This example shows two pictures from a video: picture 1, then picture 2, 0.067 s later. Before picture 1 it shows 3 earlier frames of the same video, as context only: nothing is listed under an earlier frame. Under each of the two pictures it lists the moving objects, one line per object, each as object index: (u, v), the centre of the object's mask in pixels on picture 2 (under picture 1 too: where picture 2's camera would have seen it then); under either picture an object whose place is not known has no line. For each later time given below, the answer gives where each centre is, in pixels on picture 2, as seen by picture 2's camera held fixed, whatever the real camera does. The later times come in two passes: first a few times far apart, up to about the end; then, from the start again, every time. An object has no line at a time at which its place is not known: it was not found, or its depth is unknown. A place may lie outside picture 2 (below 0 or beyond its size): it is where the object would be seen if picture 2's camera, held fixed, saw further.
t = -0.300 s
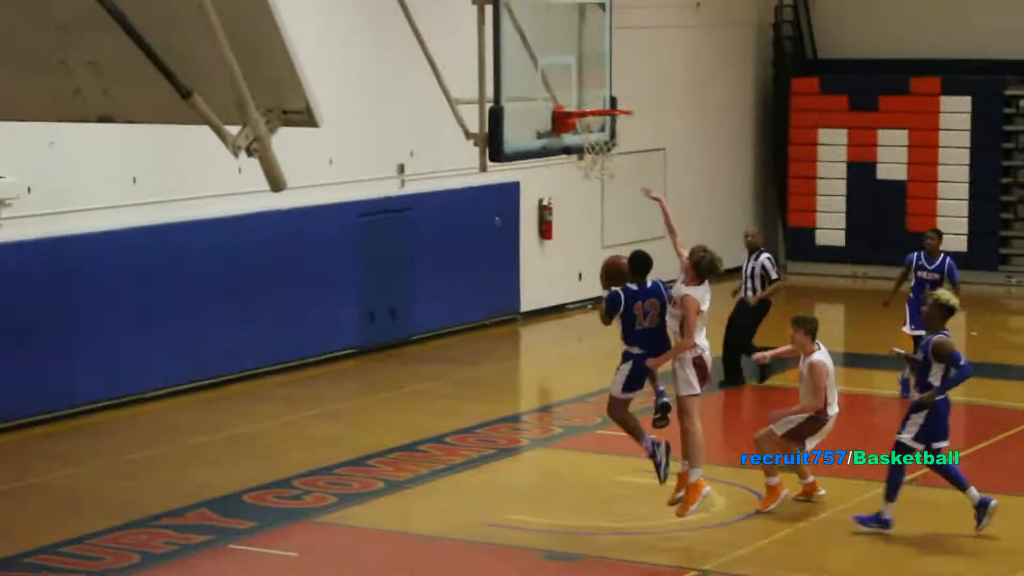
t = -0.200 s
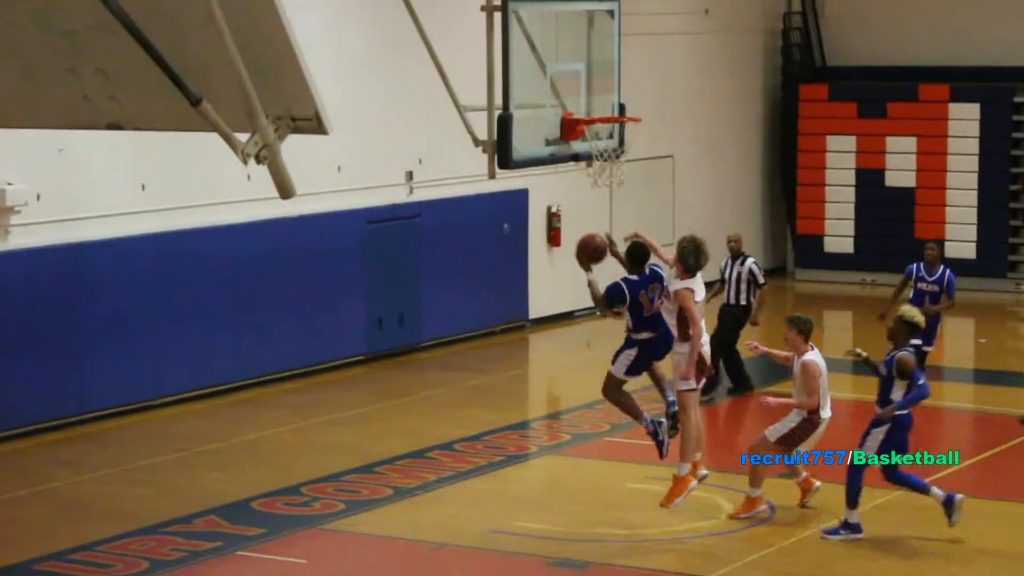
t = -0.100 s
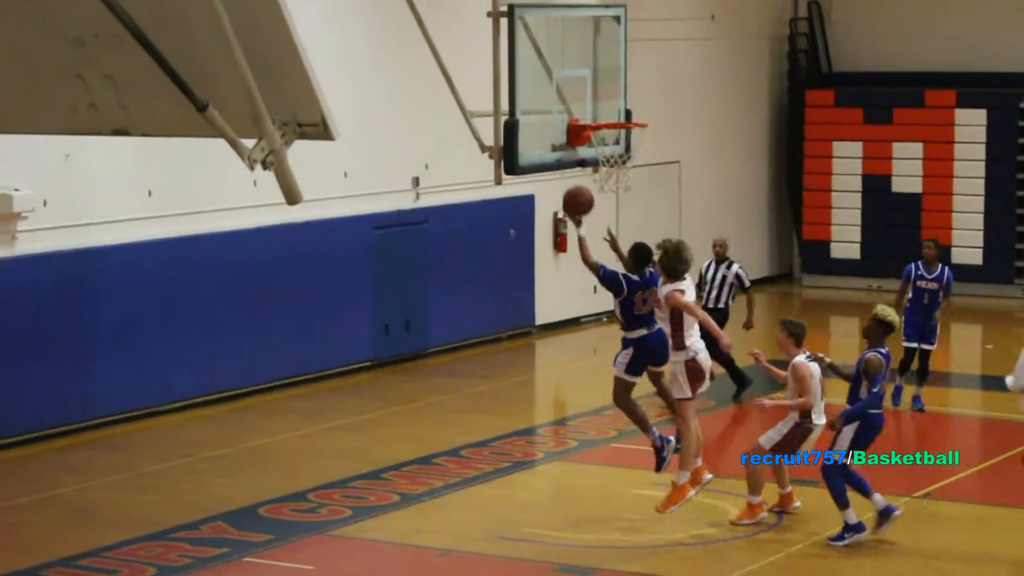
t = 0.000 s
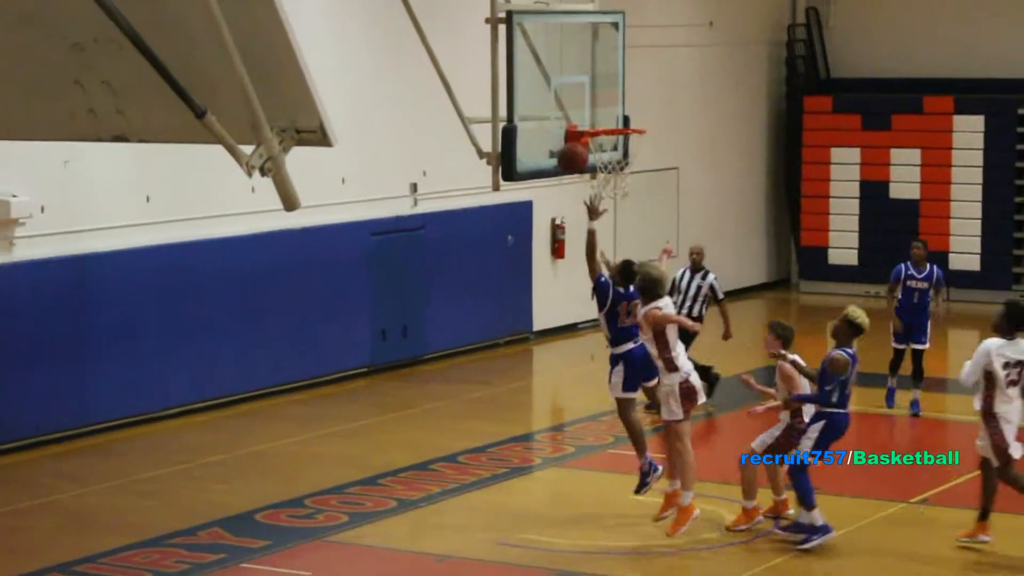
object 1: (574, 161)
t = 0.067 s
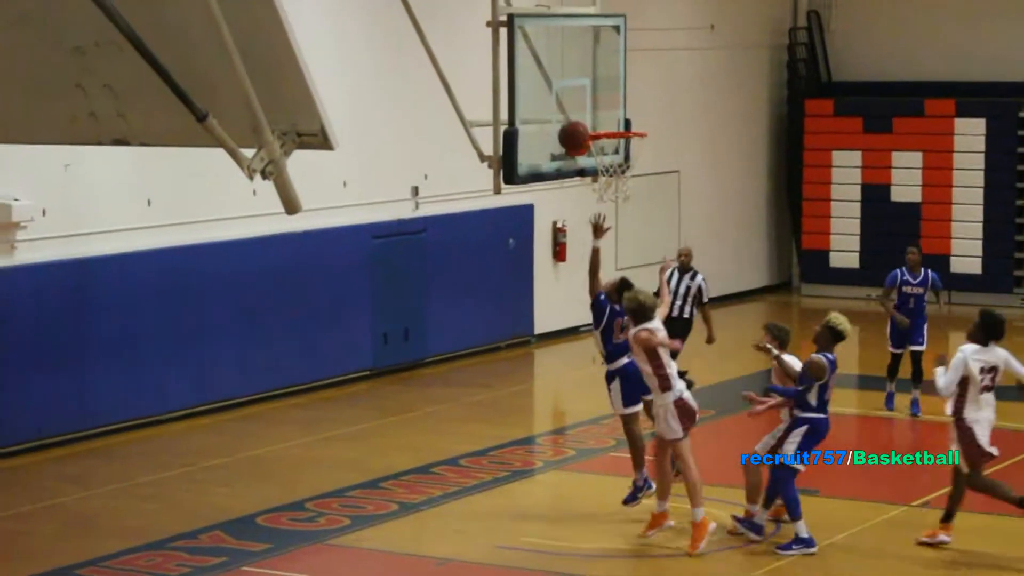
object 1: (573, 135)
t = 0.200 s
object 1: (573, 102)
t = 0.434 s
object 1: (589, 92)
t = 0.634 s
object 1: (616, 121)
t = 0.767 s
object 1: (621, 125)
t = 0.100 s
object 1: (574, 125)
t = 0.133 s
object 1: (573, 116)
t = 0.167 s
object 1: (573, 109)
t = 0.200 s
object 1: (573, 102)
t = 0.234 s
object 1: (573, 98)
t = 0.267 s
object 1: (572, 95)
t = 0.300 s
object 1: (572, 93)
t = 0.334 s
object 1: (575, 91)
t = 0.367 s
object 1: (580, 90)
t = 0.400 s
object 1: (585, 91)
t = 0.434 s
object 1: (589, 92)
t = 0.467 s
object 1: (594, 96)
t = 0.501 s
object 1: (598, 100)
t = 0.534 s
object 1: (602, 106)
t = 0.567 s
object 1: (607, 113)
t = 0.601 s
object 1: (611, 121)
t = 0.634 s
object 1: (616, 121)
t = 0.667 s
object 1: (620, 122)
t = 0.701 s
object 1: (625, 123)
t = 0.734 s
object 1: (629, 125)
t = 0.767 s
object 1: (621, 125)
